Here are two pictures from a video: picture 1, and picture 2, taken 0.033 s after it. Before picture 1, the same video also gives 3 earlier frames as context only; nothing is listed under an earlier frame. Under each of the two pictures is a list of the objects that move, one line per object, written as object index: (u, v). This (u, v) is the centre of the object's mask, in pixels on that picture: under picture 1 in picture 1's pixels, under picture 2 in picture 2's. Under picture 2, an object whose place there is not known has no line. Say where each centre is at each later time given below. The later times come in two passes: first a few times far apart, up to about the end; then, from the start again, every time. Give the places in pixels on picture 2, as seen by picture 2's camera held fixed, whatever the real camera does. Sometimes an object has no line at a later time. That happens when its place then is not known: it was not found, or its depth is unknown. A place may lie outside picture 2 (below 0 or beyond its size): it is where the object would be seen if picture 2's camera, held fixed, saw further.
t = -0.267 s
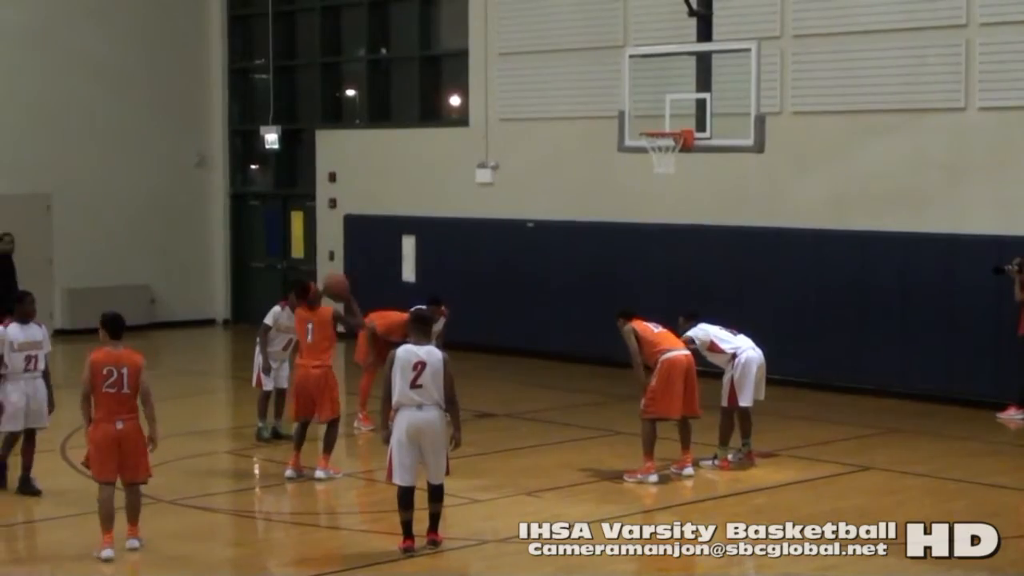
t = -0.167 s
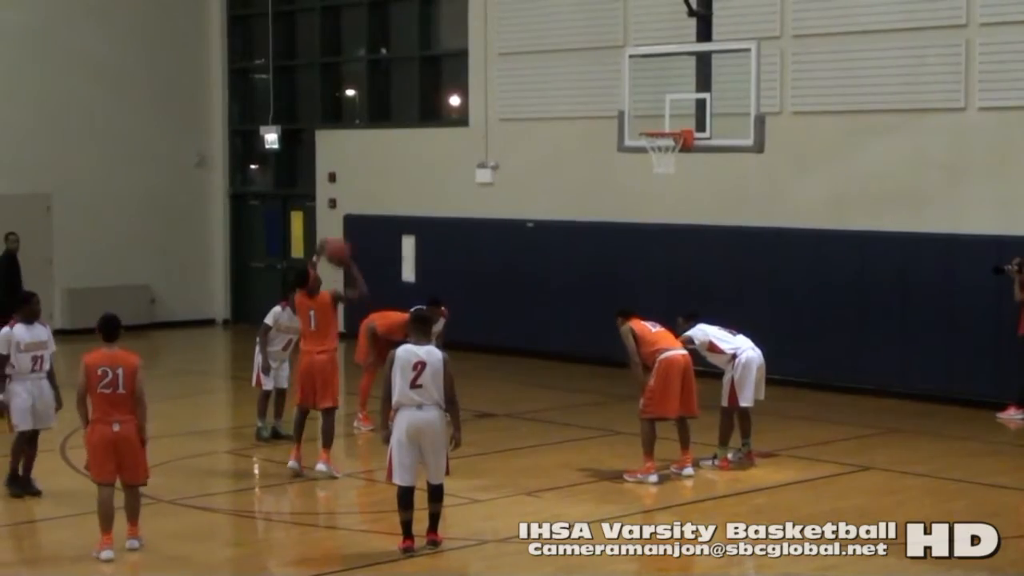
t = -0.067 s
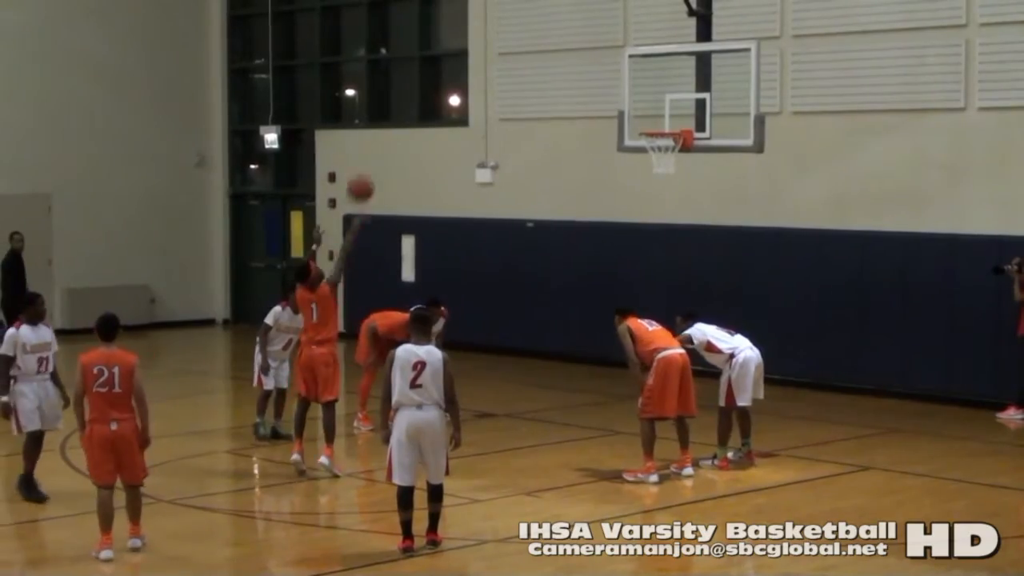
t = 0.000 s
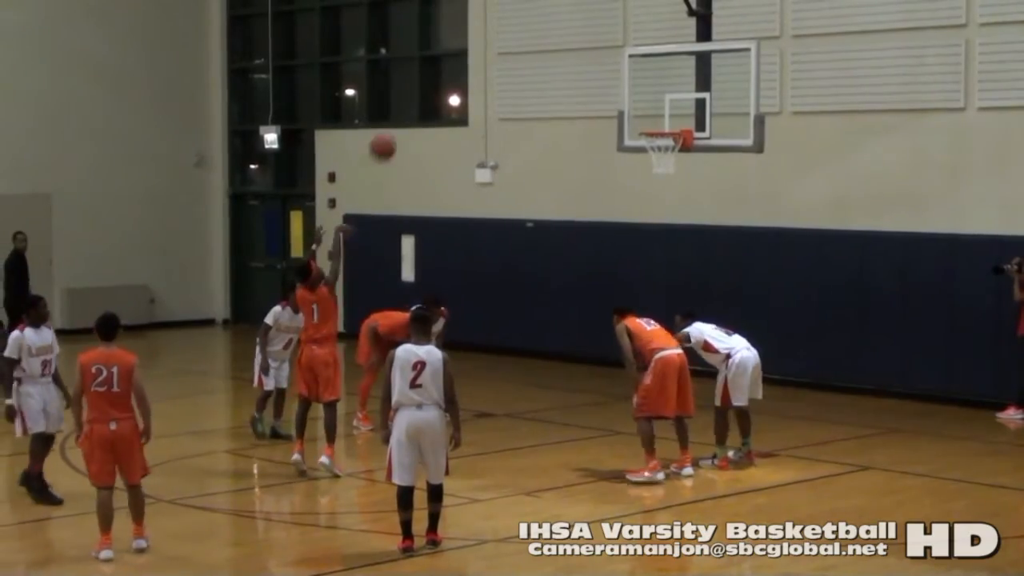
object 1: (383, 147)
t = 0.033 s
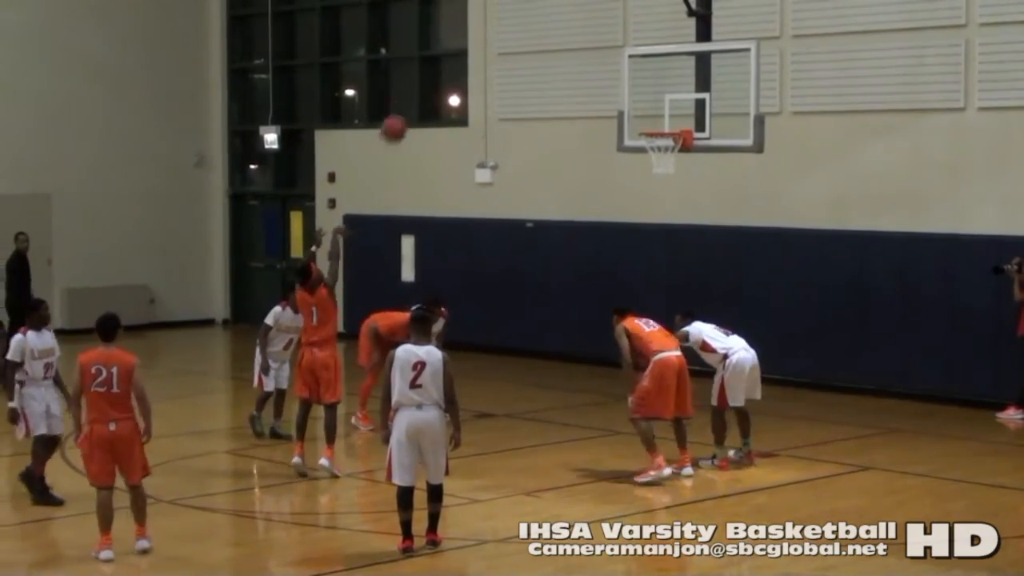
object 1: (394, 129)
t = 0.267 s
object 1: (466, 38)
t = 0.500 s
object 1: (533, 10)
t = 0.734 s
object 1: (597, 33)
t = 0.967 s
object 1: (654, 111)
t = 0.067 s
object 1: (403, 111)
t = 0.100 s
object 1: (414, 96)
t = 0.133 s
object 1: (424, 82)
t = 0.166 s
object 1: (435, 68)
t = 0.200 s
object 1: (445, 56)
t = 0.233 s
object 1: (455, 44)
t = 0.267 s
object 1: (466, 38)
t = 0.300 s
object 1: (475, 30)
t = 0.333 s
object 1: (486, 23)
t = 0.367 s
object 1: (496, 18)
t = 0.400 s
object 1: (505, 13)
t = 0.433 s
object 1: (515, 11)
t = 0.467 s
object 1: (524, 10)
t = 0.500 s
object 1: (533, 10)
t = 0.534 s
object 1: (543, 10)
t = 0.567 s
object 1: (552, 11)
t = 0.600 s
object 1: (562, 12)
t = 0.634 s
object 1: (571, 16)
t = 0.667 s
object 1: (580, 21)
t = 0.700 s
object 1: (589, 26)
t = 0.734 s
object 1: (597, 33)
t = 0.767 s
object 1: (606, 41)
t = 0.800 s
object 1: (614, 50)
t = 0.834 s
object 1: (623, 60)
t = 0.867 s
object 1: (631, 72)
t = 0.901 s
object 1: (639, 83)
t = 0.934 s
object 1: (647, 96)
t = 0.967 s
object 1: (654, 111)
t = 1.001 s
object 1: (663, 125)
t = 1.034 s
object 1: (669, 141)
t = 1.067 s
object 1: (674, 153)
